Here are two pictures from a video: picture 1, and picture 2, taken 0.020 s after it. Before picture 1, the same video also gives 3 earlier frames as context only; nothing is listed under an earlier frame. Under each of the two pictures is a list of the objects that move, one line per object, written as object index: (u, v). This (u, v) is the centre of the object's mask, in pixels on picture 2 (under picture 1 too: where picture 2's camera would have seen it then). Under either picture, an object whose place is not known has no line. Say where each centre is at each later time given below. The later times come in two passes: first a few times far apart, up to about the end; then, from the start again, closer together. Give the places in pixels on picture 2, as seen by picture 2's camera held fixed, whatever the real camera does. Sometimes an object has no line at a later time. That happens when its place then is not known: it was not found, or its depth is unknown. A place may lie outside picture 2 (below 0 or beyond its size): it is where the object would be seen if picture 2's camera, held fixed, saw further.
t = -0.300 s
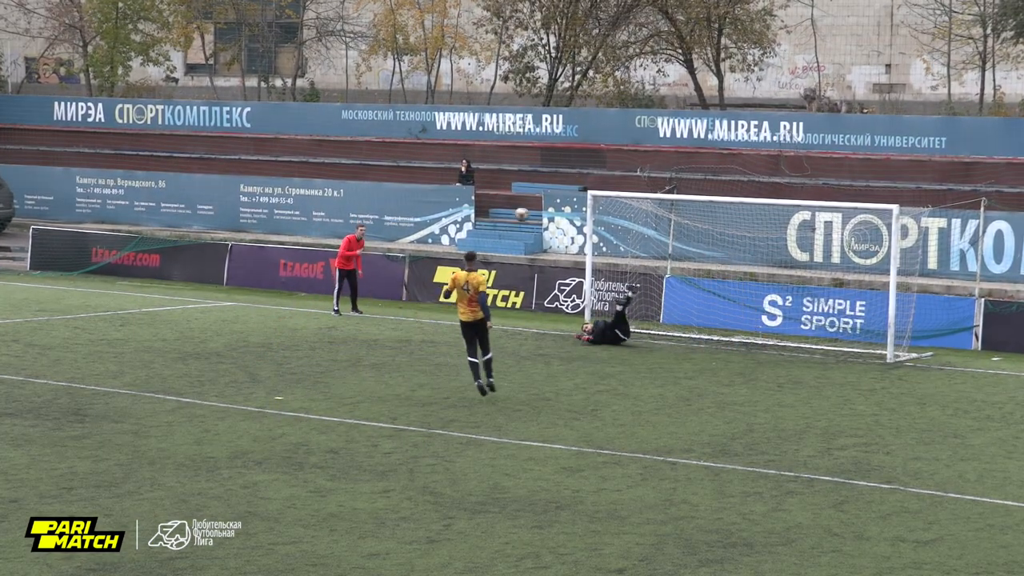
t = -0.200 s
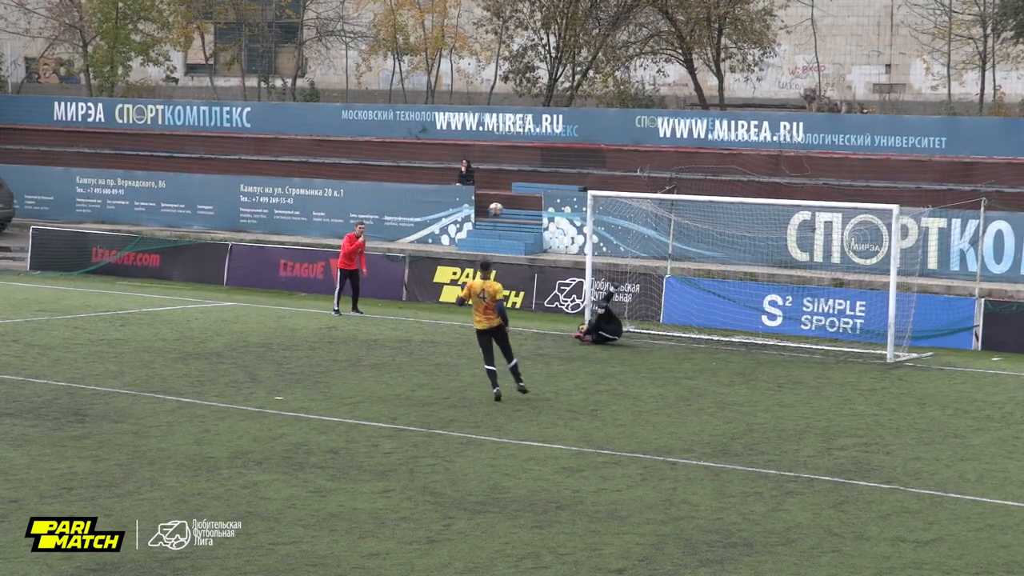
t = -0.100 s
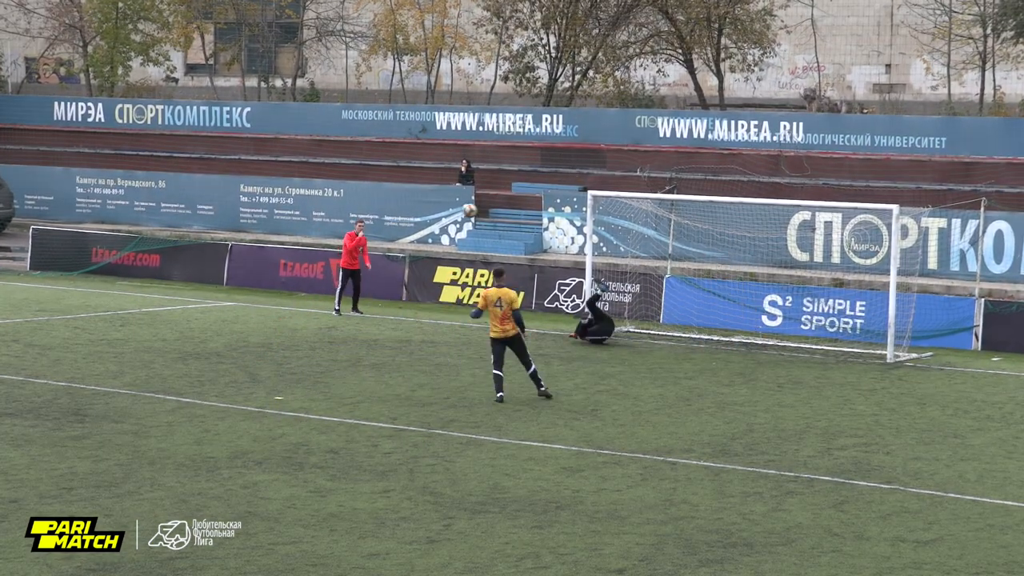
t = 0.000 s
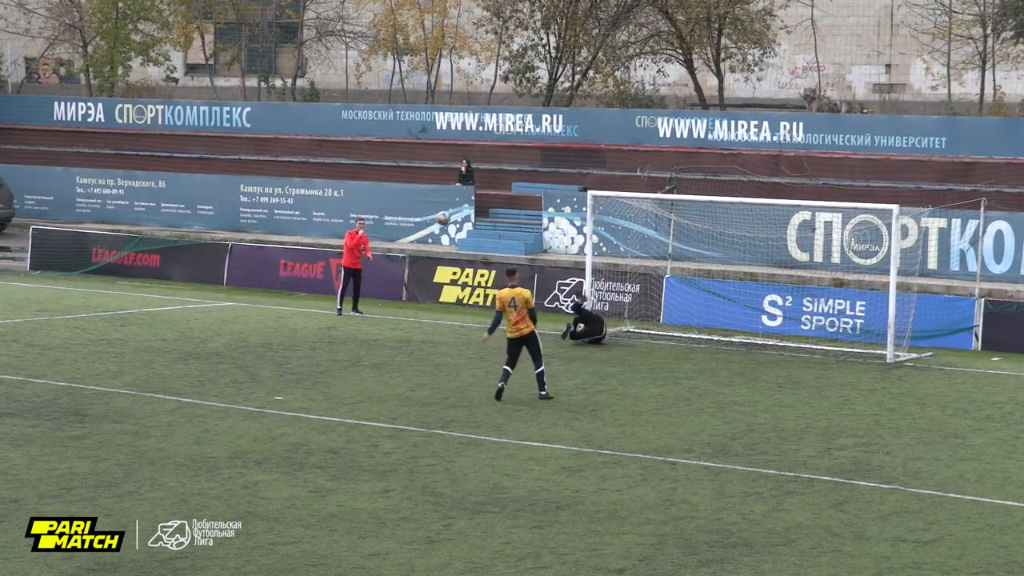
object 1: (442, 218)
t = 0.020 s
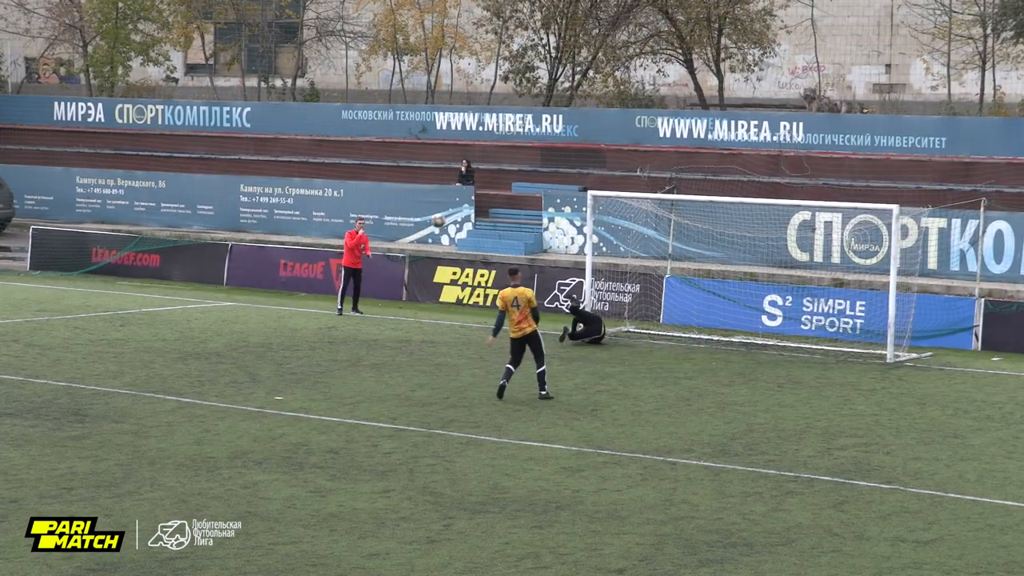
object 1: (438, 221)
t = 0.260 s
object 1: (374, 265)
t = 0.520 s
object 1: (307, 348)
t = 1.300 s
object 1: (246, 306)
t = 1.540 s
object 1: (224, 347)
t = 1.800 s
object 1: (195, 321)
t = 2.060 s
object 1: (165, 340)
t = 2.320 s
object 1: (137, 347)
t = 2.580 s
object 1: (110, 352)
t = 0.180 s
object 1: (395, 247)
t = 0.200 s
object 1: (390, 250)
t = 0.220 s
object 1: (384, 255)
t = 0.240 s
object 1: (379, 260)
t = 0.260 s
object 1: (374, 265)
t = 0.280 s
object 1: (368, 271)
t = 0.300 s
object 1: (362, 277)
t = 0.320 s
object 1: (357, 283)
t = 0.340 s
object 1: (352, 289)
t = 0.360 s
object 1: (347, 295)
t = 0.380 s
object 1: (341, 302)
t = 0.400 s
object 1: (336, 310)
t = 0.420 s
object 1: (330, 317)
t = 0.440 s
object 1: (325, 325)
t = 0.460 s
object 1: (319, 332)
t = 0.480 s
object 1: (314, 340)
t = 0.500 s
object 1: (309, 349)
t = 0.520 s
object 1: (307, 348)
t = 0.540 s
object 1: (305, 341)
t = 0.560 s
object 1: (303, 336)
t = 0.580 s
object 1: (302, 330)
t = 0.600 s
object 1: (300, 325)
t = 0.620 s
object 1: (299, 320)
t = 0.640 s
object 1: (297, 316)
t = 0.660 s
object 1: (296, 311)
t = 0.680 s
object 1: (294, 307)
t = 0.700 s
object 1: (292, 303)
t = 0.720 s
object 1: (291, 299)
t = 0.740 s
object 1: (289, 296)
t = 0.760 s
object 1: (287, 293)
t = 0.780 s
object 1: (286, 290)
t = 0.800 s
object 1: (284, 287)
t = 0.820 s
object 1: (283, 285)
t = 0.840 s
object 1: (281, 283)
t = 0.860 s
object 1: (280, 281)
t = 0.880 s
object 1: (278, 279)
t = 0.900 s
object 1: (277, 278)
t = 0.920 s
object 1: (275, 277)
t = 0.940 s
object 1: (273, 276)
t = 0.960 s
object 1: (271, 276)
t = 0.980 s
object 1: (270, 275)
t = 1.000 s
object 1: (269, 275)
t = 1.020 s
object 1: (267, 275)
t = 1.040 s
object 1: (266, 276)
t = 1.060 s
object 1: (264, 276)
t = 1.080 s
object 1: (263, 277)
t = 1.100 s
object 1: (261, 279)
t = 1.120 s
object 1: (259, 280)
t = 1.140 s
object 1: (258, 282)
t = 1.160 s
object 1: (256, 284)
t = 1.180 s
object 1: (255, 286)
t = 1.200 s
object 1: (253, 289)
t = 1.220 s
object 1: (252, 293)
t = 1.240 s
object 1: (250, 296)
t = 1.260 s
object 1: (248, 299)
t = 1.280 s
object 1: (247, 303)
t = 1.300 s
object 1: (246, 306)
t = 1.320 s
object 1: (244, 311)
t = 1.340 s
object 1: (242, 315)
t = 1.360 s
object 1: (240, 320)
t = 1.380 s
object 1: (239, 325)
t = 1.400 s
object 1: (238, 330)
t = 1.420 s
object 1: (235, 336)
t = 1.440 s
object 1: (234, 342)
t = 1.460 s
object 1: (232, 347)
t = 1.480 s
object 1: (231, 354)
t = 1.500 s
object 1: (228, 356)
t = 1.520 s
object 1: (226, 352)
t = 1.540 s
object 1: (224, 347)
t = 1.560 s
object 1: (223, 344)
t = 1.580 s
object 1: (220, 341)
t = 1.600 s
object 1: (218, 338)
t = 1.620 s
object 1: (215, 335)
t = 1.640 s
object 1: (213, 332)
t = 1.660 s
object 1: (211, 330)
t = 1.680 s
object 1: (209, 328)
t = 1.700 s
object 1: (206, 326)
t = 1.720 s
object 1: (204, 324)
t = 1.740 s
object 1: (202, 323)
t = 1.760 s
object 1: (200, 322)
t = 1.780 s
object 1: (197, 322)
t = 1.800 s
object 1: (195, 321)
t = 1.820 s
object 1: (193, 321)
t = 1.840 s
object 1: (190, 321)
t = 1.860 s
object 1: (188, 321)
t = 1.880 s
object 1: (186, 322)
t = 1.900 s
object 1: (184, 323)
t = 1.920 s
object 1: (182, 324)
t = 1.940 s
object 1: (179, 326)
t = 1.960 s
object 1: (176, 327)
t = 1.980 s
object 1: (175, 329)
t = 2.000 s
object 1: (172, 331)
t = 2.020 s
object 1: (170, 334)
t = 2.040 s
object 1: (167, 337)
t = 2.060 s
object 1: (165, 340)
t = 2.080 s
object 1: (163, 343)
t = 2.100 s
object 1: (160, 346)
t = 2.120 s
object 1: (159, 350)
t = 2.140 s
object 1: (156, 355)
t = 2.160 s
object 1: (154, 359)
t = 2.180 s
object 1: (152, 362)
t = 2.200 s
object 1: (149, 360)
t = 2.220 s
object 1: (147, 357)
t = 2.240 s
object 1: (145, 354)
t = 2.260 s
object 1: (143, 352)
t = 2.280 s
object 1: (141, 350)
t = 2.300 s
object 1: (139, 348)
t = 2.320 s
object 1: (137, 347)
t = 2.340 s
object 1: (135, 346)
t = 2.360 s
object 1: (132, 345)
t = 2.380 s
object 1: (131, 344)
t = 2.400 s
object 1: (129, 344)
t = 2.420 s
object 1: (127, 344)
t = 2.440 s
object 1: (124, 344)
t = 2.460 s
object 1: (122, 344)
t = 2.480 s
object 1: (120, 345)
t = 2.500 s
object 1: (118, 346)
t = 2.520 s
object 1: (116, 347)
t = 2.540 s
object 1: (114, 348)
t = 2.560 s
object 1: (112, 350)
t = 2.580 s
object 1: (110, 352)
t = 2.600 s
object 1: (108, 354)
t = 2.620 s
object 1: (105, 357)
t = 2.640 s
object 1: (103, 360)
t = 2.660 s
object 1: (101, 363)
